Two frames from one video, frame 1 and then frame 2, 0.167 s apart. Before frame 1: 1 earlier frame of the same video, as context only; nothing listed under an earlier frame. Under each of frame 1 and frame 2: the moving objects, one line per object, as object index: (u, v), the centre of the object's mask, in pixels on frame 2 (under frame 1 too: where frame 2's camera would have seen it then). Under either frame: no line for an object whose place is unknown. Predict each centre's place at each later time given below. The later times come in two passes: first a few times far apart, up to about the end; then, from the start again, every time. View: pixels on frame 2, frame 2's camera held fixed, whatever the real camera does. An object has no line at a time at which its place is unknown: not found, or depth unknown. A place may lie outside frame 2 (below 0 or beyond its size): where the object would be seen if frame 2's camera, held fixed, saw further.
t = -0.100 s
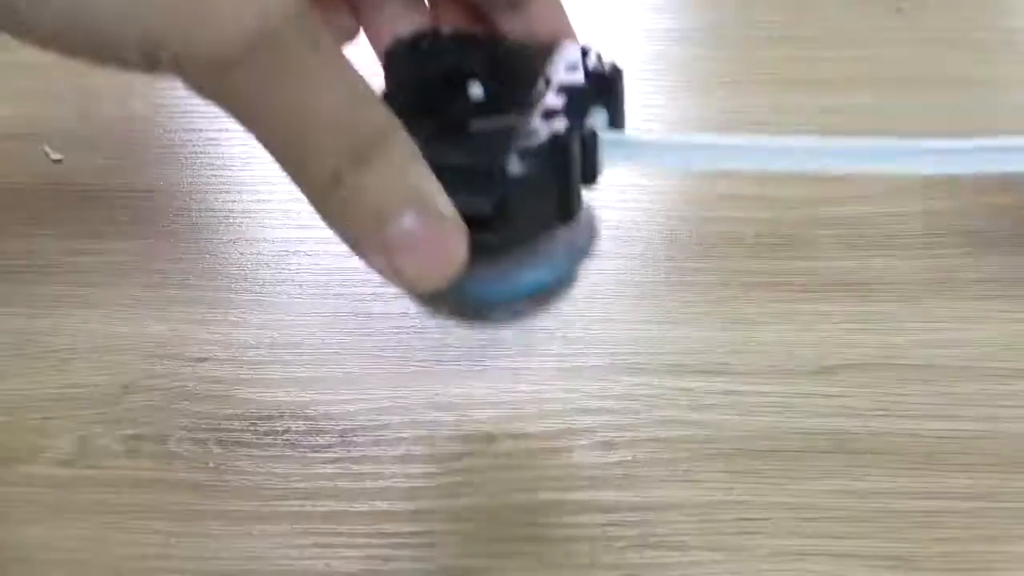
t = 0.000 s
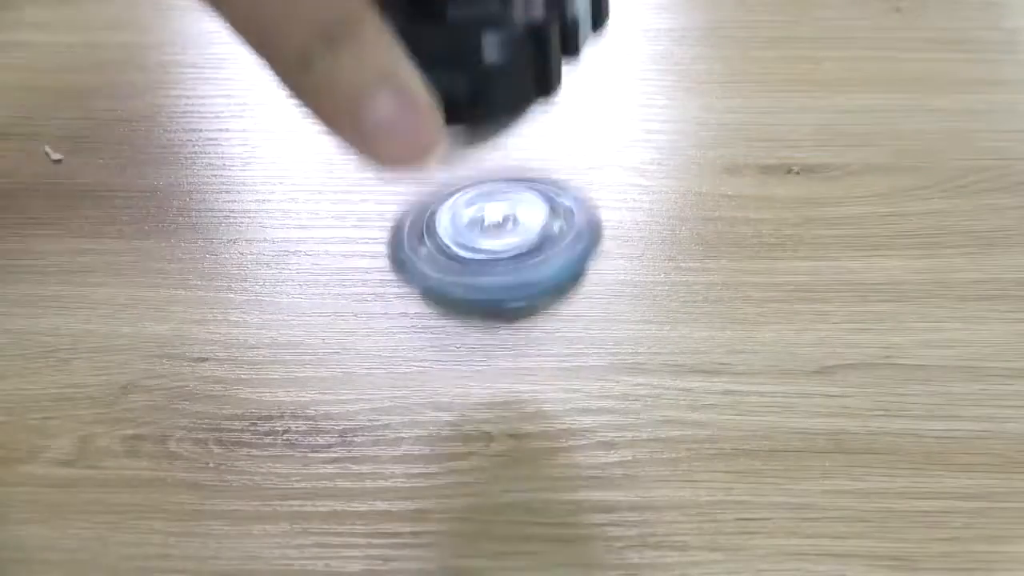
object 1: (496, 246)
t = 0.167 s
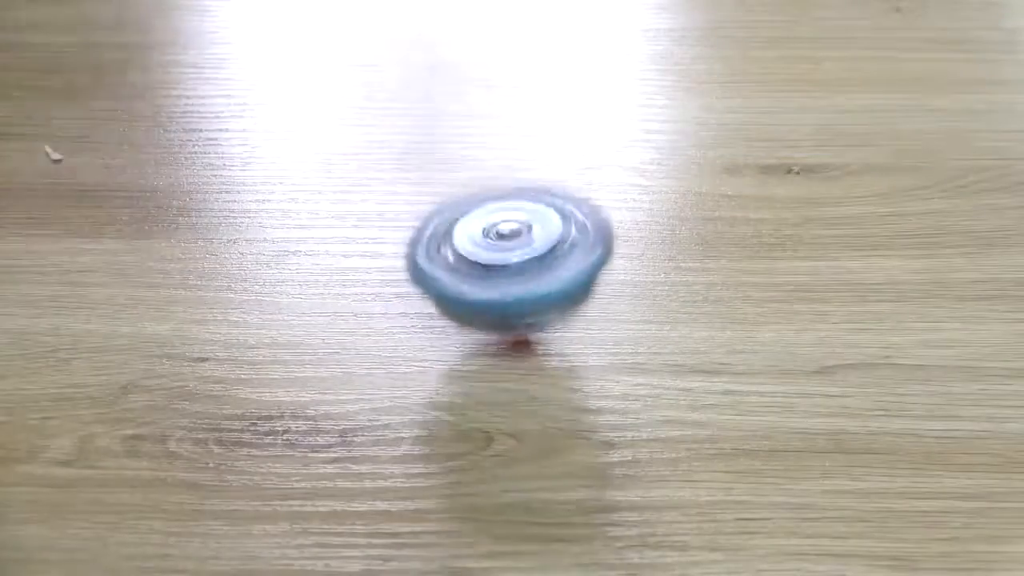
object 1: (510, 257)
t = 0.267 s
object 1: (505, 255)
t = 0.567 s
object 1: (494, 256)
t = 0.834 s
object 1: (494, 248)
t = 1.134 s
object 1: (490, 230)
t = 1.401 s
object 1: (503, 215)
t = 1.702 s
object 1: (520, 213)
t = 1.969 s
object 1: (539, 217)
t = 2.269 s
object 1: (540, 220)
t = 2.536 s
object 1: (544, 216)
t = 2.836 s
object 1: (543, 205)
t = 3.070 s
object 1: (546, 201)
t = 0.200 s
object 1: (509, 255)
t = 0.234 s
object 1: (507, 254)
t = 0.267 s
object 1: (505, 255)
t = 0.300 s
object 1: (503, 256)
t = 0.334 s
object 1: (502, 256)
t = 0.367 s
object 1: (501, 256)
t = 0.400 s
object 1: (501, 255)
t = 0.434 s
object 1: (501, 255)
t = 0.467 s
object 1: (501, 255)
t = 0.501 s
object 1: (500, 255)
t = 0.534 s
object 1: (498, 256)
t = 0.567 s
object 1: (494, 256)
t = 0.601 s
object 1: (493, 256)
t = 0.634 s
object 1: (493, 254)
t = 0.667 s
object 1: (493, 253)
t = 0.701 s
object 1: (494, 252)
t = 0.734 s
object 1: (496, 250)
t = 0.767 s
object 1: (495, 249)
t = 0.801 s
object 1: (495, 248)
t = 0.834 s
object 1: (494, 248)
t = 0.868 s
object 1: (493, 246)
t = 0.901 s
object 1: (492, 244)
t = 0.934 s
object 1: (490, 243)
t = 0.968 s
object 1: (489, 241)
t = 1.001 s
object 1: (487, 238)
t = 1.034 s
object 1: (487, 236)
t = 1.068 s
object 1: (488, 234)
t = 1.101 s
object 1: (489, 231)
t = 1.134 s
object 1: (490, 230)
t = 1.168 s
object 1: (490, 228)
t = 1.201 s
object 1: (491, 226)
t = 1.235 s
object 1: (493, 223)
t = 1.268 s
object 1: (493, 221)
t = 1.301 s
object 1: (495, 219)
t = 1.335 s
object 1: (497, 218)
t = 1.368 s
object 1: (500, 216)
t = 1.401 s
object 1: (503, 215)
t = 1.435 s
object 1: (506, 214)
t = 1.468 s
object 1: (508, 214)
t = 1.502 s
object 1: (508, 214)
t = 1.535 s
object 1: (509, 215)
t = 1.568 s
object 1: (511, 214)
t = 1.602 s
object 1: (513, 213)
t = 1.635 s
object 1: (516, 213)
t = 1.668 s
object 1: (518, 213)
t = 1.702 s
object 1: (520, 213)
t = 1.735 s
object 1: (524, 213)
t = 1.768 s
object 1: (528, 212)
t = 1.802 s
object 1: (533, 212)
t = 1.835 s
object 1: (536, 212)
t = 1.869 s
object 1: (536, 213)
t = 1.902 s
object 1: (537, 215)
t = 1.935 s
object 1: (538, 216)
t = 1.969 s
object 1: (539, 217)
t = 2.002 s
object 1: (539, 218)
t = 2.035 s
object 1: (539, 219)
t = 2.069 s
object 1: (538, 220)
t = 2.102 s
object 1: (536, 220)
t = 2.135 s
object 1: (536, 221)
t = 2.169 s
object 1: (536, 221)
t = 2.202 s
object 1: (537, 221)
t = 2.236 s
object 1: (538, 220)
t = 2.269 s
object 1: (540, 220)
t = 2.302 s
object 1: (542, 220)
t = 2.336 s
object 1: (543, 220)
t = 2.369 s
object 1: (544, 219)
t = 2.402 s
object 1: (545, 219)
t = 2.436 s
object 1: (545, 218)
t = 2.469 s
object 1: (545, 218)
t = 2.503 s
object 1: (544, 217)
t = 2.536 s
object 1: (544, 216)
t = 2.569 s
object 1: (543, 215)
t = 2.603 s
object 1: (543, 213)
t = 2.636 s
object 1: (542, 212)
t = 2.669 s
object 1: (541, 211)
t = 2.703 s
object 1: (541, 210)
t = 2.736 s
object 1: (541, 209)
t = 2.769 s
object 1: (542, 209)
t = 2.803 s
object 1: (542, 206)
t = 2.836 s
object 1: (543, 205)
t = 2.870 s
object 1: (543, 204)
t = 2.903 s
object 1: (544, 203)
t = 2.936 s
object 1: (545, 201)
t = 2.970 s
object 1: (546, 200)
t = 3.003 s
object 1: (546, 200)
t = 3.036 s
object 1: (546, 201)
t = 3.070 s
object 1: (546, 201)
